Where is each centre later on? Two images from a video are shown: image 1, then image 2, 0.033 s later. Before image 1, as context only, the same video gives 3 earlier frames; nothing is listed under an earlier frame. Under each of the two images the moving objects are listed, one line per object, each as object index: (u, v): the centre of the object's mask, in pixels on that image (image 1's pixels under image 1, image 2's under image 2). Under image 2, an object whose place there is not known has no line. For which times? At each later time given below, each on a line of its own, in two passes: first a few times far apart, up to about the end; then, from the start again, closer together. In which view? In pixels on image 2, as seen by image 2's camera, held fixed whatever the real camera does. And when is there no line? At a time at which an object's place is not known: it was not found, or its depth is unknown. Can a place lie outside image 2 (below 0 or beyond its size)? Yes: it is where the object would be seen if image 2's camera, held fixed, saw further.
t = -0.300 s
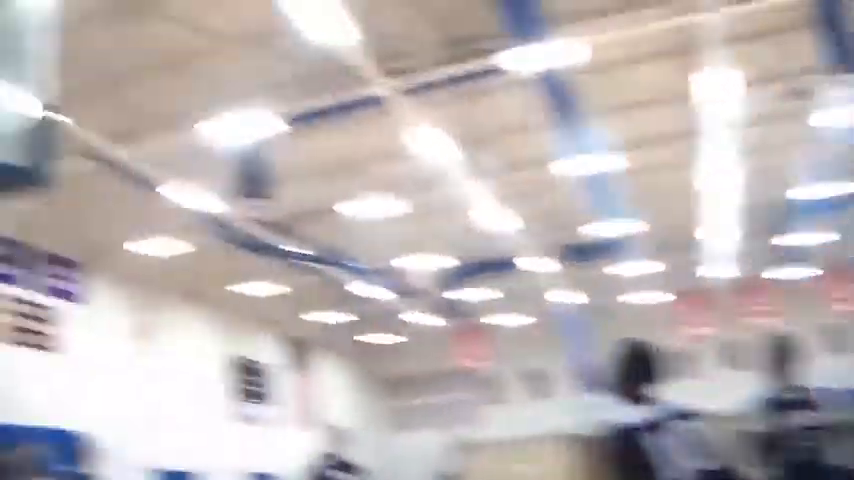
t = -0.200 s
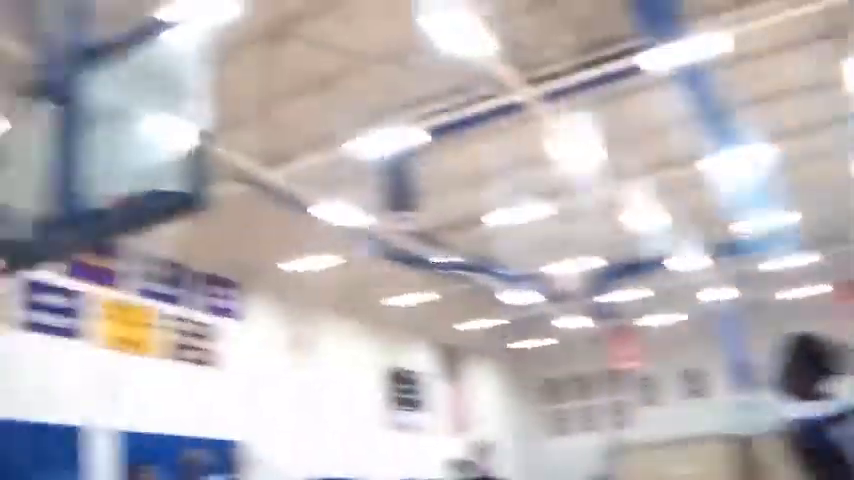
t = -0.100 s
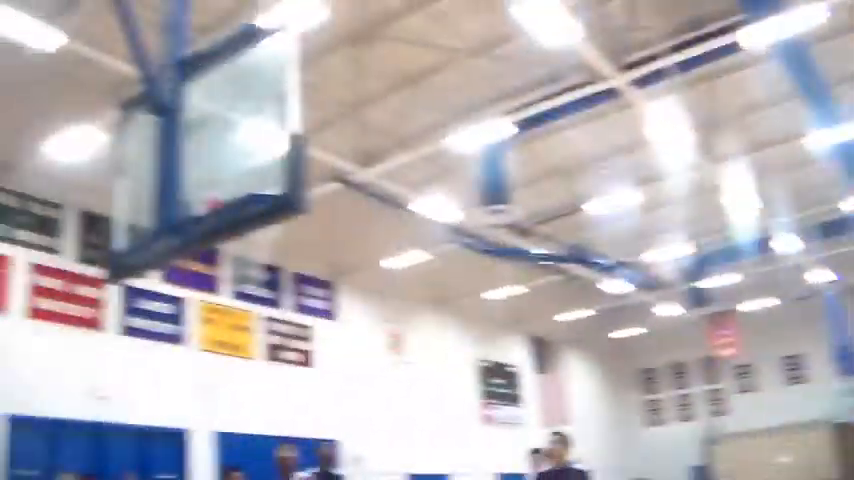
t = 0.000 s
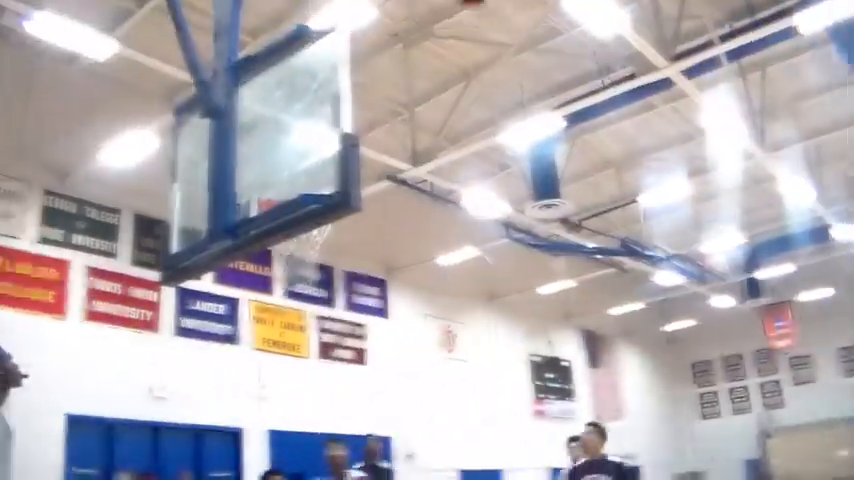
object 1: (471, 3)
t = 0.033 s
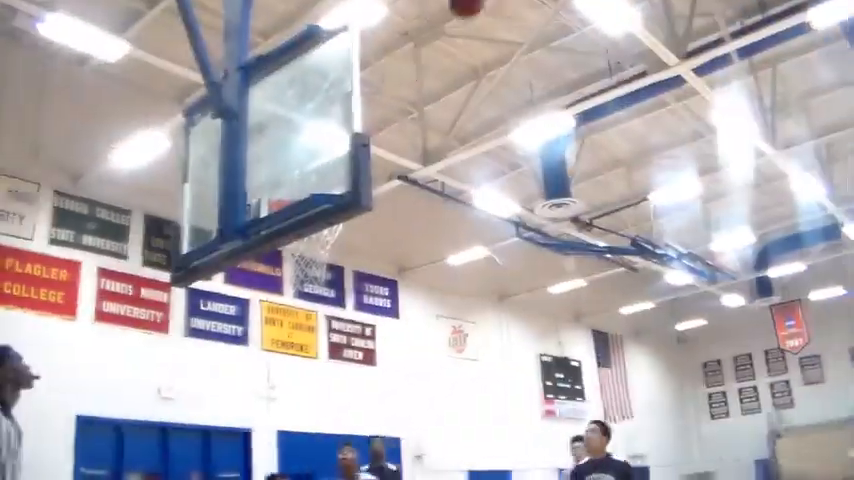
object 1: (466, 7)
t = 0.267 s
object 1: (371, 128)
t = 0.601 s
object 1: (260, 305)
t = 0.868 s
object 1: (186, 488)
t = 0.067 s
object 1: (451, 15)
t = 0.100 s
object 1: (434, 33)
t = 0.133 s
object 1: (419, 52)
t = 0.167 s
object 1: (404, 71)
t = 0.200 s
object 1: (389, 91)
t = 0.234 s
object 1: (376, 113)
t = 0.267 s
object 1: (371, 128)
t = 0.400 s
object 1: (310, 243)
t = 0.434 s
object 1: (297, 256)
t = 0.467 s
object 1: (286, 263)
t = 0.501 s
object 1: (281, 271)
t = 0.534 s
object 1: (273, 280)
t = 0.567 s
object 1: (266, 292)
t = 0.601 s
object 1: (260, 305)
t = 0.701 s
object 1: (237, 361)
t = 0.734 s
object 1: (231, 382)
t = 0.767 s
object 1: (221, 405)
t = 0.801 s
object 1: (211, 432)
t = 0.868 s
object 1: (186, 488)
